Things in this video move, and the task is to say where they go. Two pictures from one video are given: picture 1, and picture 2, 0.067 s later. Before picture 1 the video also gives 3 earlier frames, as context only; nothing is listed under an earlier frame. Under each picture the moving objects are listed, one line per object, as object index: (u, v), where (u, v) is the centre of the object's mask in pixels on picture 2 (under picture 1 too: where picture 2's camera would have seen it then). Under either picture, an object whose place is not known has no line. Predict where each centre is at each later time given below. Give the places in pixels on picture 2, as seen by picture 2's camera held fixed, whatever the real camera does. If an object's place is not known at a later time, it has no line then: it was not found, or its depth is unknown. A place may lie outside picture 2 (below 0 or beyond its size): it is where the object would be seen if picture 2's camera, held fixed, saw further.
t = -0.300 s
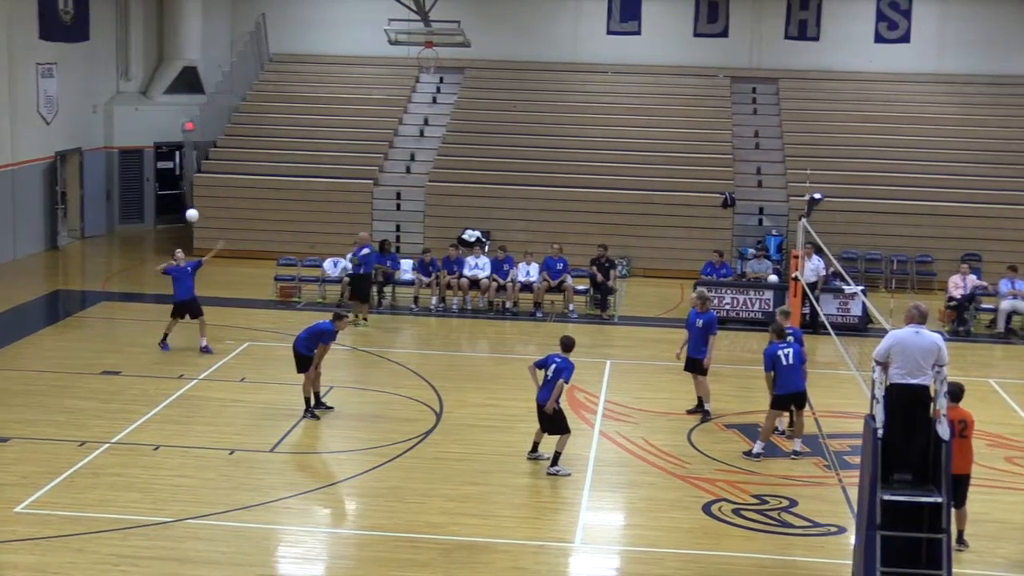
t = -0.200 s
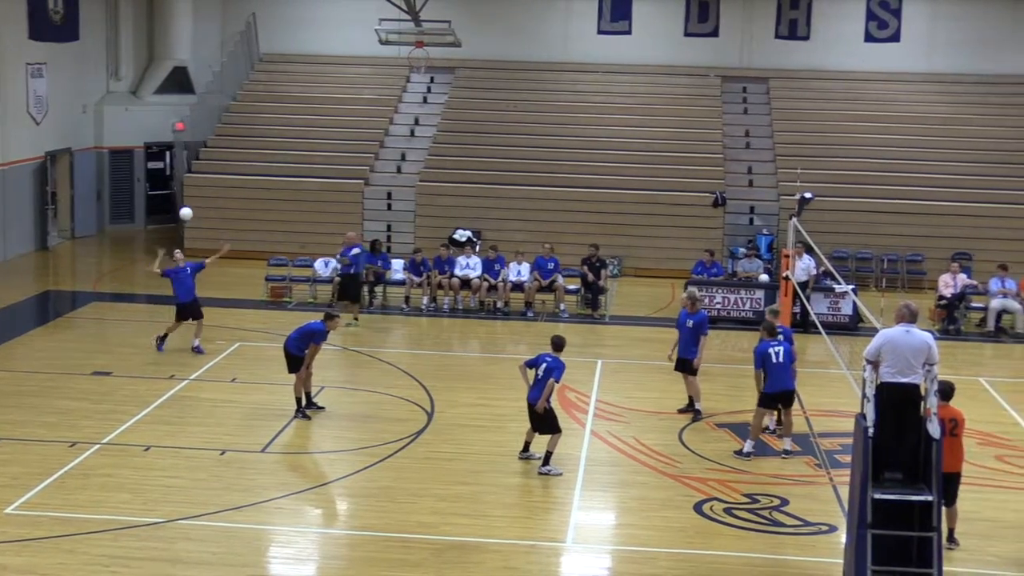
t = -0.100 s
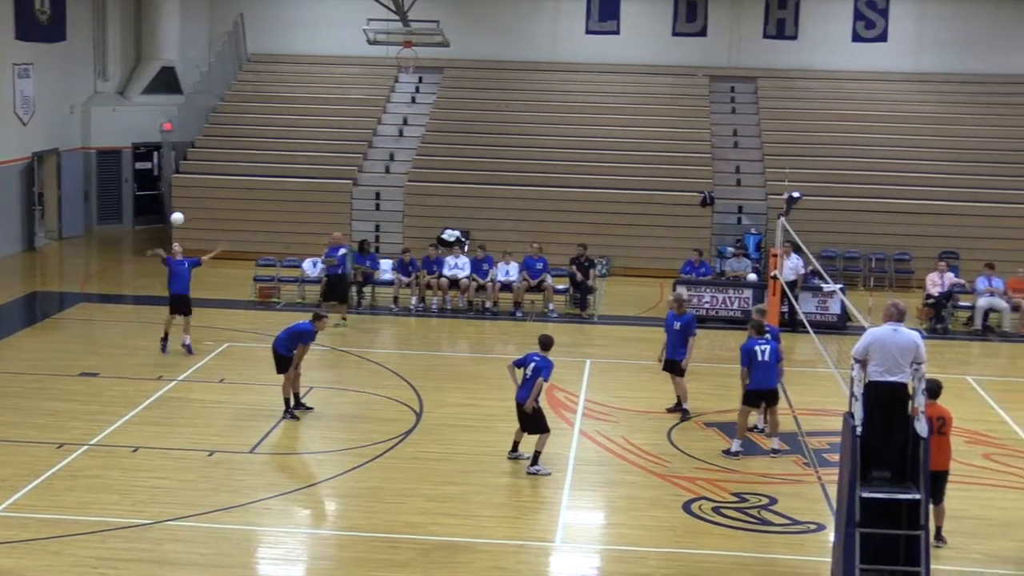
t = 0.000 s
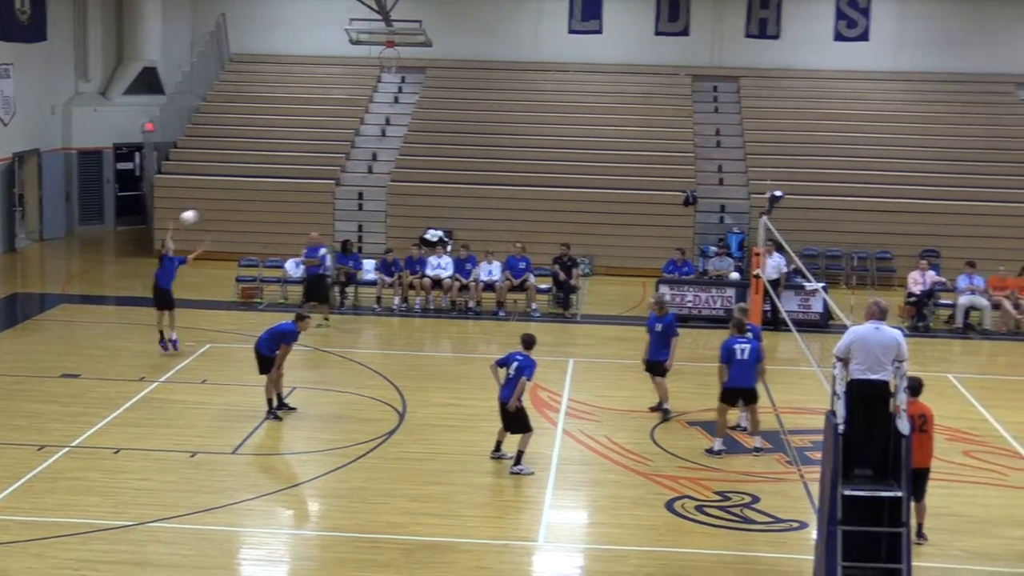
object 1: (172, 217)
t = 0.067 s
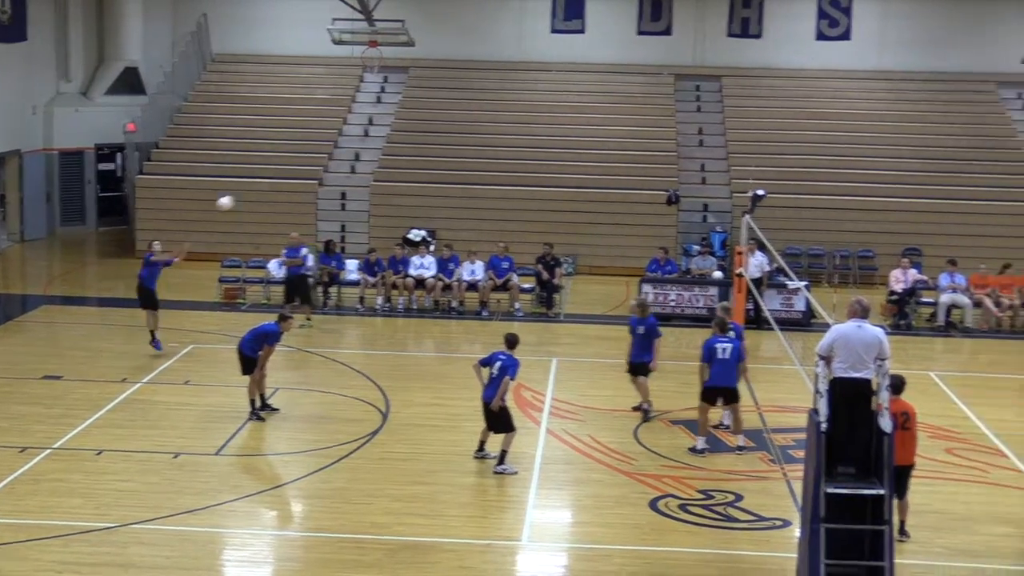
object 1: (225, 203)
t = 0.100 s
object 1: (252, 196)
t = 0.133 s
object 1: (278, 190)
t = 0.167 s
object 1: (303, 185)
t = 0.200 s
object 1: (328, 180)
